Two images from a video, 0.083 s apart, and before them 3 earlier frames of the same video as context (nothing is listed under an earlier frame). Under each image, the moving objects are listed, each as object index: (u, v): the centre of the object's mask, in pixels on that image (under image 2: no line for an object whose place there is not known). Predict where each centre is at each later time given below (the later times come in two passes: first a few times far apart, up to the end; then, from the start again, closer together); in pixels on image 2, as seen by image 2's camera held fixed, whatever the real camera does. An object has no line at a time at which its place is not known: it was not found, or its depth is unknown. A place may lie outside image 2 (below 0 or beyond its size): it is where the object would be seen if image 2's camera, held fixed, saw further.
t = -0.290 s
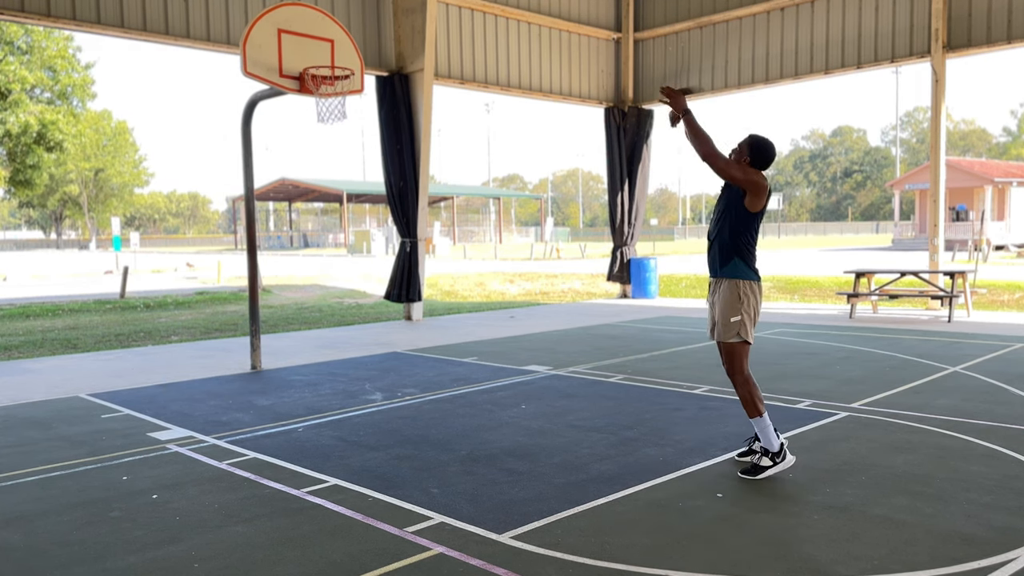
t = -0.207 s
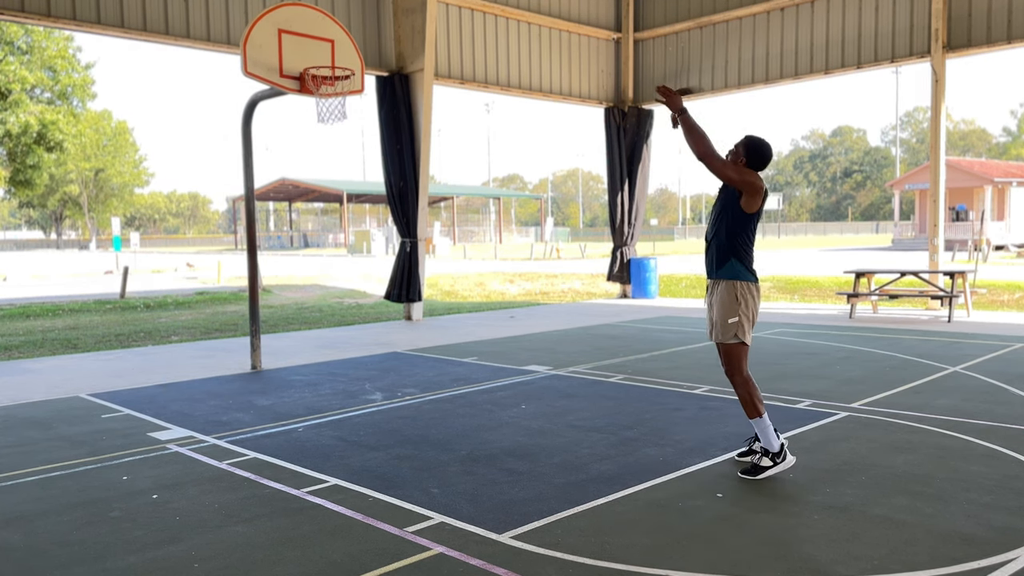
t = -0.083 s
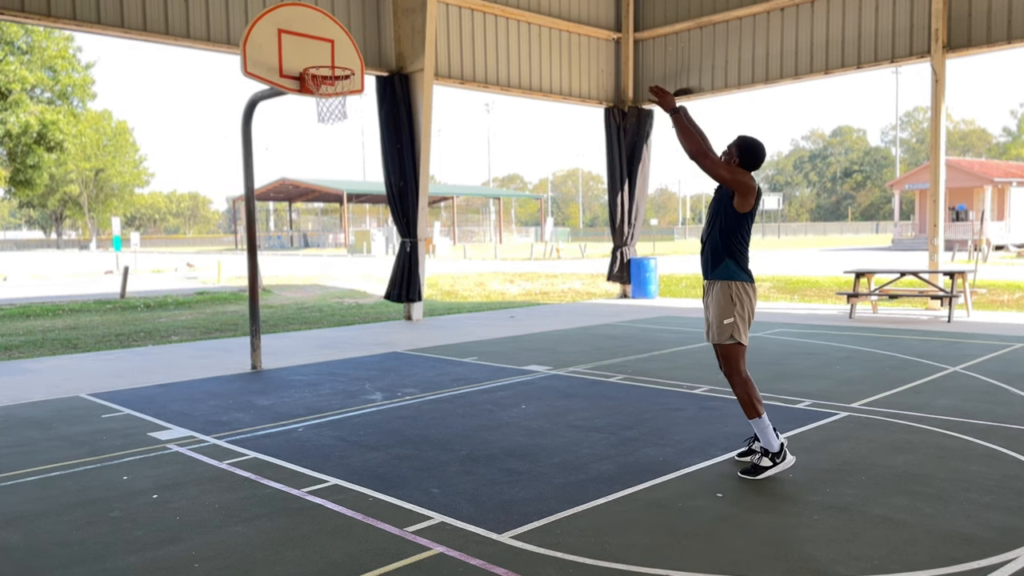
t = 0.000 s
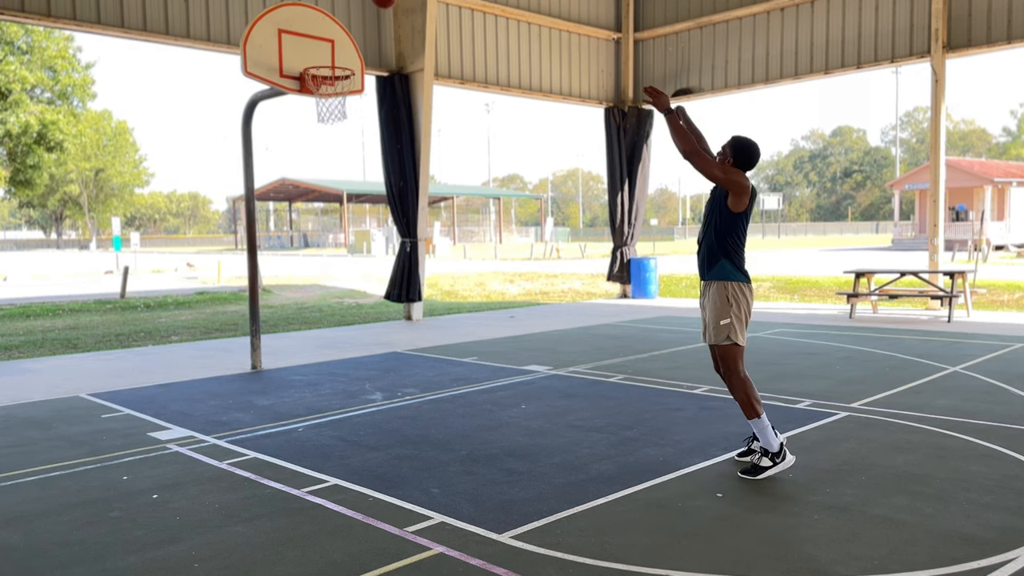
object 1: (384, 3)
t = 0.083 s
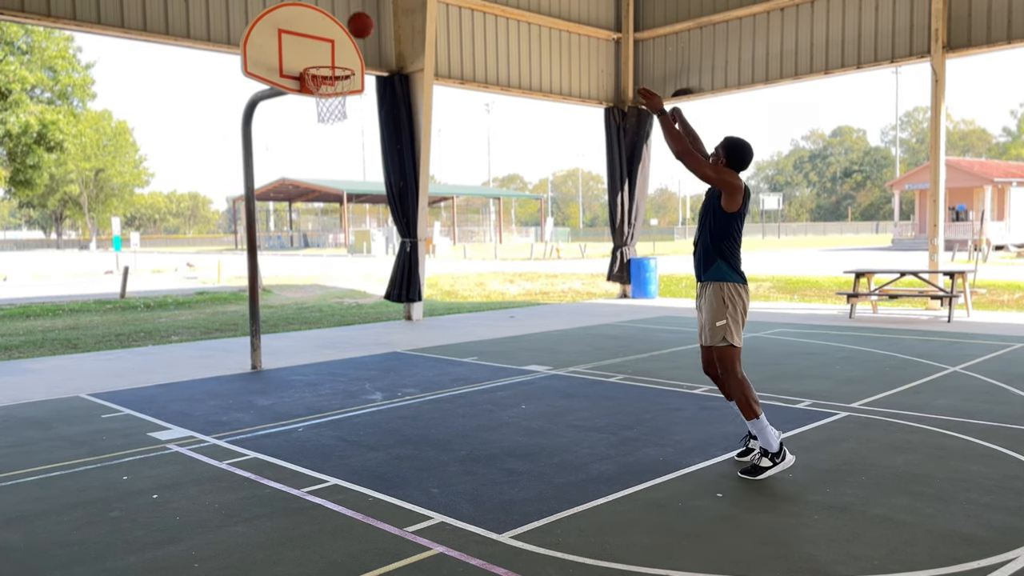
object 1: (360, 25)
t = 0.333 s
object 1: (316, 121)
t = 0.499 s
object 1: (303, 193)
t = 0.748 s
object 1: (283, 361)
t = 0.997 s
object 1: (283, 280)
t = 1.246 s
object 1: (287, 208)
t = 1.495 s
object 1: (296, 207)
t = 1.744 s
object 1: (309, 294)
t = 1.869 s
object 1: (317, 375)
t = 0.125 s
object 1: (349, 42)
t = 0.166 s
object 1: (339, 61)
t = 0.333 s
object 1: (316, 121)
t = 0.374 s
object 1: (313, 136)
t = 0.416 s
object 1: (310, 153)
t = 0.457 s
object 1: (306, 172)
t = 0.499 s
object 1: (303, 193)
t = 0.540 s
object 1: (300, 216)
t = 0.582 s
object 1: (297, 241)
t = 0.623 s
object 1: (294, 268)
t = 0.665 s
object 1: (290, 297)
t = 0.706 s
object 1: (287, 328)
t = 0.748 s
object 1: (283, 361)
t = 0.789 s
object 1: (281, 384)
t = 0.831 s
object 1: (281, 361)
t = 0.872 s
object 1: (282, 338)
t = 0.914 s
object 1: (282, 318)
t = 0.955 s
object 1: (282, 298)
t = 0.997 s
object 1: (283, 280)
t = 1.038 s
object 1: (283, 264)
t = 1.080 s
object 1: (284, 249)
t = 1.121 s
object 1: (285, 236)
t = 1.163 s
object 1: (285, 225)
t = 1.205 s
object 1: (286, 216)
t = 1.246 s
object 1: (287, 208)
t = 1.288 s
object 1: (288, 203)
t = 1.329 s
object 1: (289, 199)
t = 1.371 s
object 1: (291, 198)
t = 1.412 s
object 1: (292, 199)
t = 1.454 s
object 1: (294, 201)
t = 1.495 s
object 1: (296, 207)
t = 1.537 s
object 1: (298, 215)
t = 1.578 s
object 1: (300, 225)
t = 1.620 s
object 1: (302, 238)
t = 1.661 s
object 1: (304, 254)
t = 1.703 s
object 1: (307, 273)
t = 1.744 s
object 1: (309, 294)
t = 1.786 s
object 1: (312, 318)
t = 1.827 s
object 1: (315, 345)
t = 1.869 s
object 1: (317, 375)
